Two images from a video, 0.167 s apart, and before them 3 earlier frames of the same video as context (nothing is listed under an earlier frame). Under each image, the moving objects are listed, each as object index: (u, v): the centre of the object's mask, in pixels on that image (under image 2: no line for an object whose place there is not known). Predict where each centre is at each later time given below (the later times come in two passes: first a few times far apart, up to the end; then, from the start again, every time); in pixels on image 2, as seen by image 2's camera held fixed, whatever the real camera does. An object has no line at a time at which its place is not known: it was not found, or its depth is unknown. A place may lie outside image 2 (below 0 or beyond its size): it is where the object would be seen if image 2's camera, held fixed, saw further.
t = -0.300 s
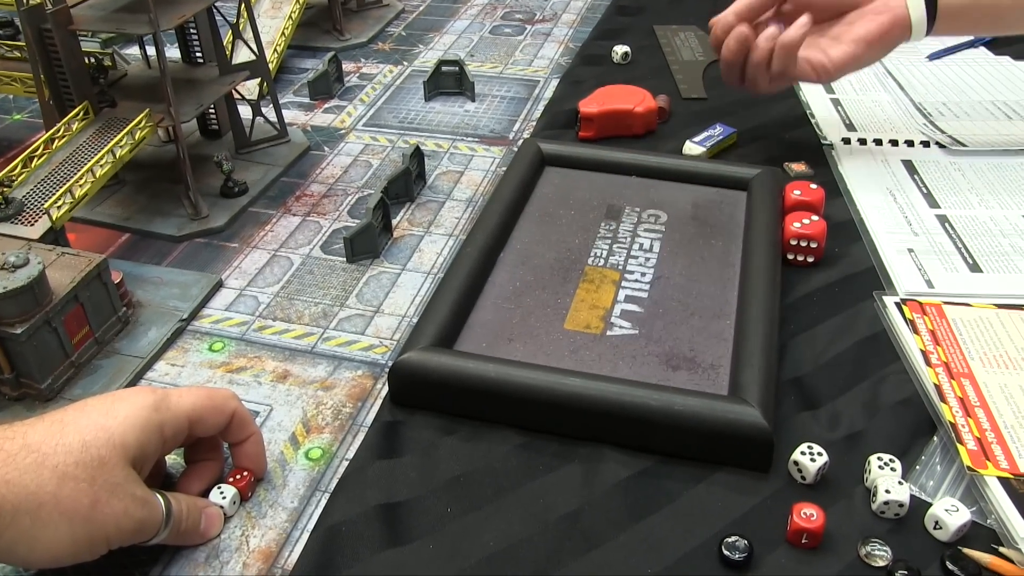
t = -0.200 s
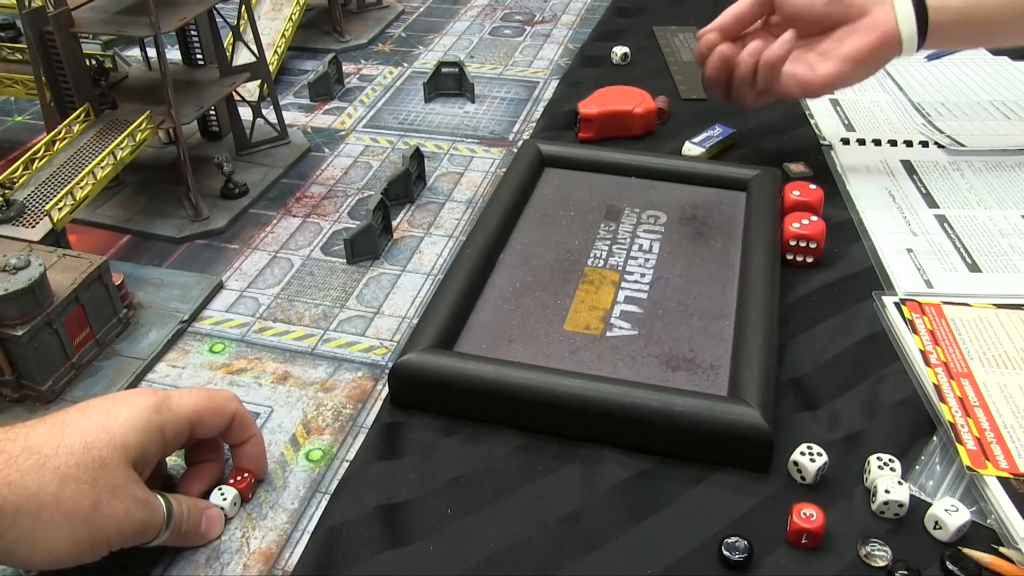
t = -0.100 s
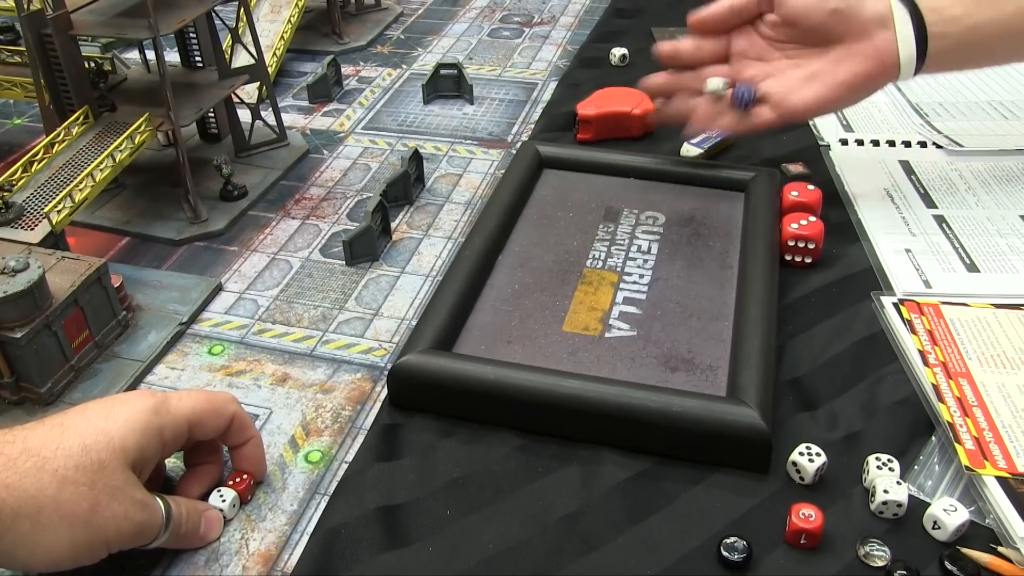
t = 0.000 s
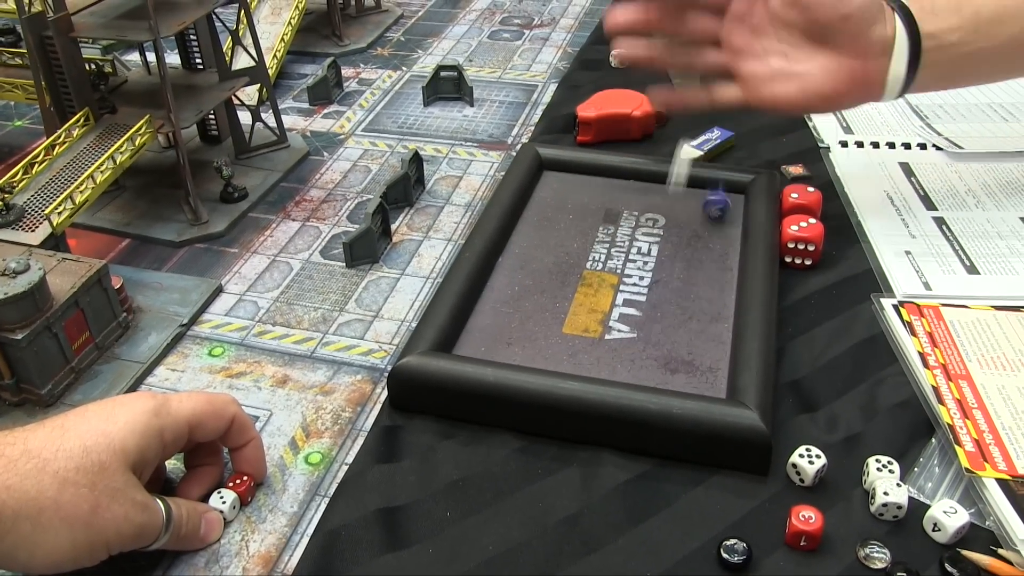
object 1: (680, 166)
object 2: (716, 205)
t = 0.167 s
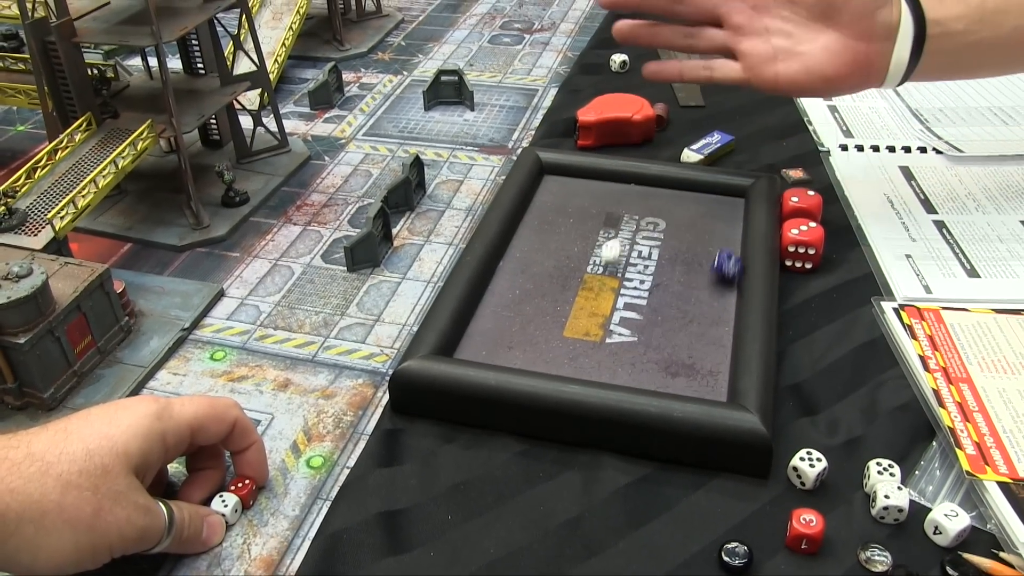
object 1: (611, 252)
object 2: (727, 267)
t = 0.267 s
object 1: (582, 285)
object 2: (721, 289)
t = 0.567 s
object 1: (587, 339)
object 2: (711, 305)
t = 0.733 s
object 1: (616, 339)
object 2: (711, 305)
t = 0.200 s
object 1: (599, 264)
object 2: (725, 275)
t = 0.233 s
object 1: (590, 275)
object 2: (723, 282)
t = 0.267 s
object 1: (582, 285)
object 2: (721, 289)
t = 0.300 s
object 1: (576, 293)
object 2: (717, 293)
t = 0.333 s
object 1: (569, 302)
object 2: (713, 297)
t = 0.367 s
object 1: (563, 309)
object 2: (711, 302)
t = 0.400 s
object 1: (560, 317)
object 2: (711, 304)
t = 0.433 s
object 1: (561, 323)
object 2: (711, 305)
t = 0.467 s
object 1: (564, 328)
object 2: (711, 305)
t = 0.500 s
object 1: (570, 333)
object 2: (711, 305)
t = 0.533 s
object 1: (578, 338)
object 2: (711, 305)
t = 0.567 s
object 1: (587, 339)
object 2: (711, 305)
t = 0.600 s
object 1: (593, 340)
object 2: (711, 305)
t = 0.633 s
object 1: (598, 340)
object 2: (711, 305)
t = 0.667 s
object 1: (605, 342)
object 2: (711, 305)
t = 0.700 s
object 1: (609, 341)
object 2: (711, 305)
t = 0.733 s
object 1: (616, 339)
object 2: (711, 305)
